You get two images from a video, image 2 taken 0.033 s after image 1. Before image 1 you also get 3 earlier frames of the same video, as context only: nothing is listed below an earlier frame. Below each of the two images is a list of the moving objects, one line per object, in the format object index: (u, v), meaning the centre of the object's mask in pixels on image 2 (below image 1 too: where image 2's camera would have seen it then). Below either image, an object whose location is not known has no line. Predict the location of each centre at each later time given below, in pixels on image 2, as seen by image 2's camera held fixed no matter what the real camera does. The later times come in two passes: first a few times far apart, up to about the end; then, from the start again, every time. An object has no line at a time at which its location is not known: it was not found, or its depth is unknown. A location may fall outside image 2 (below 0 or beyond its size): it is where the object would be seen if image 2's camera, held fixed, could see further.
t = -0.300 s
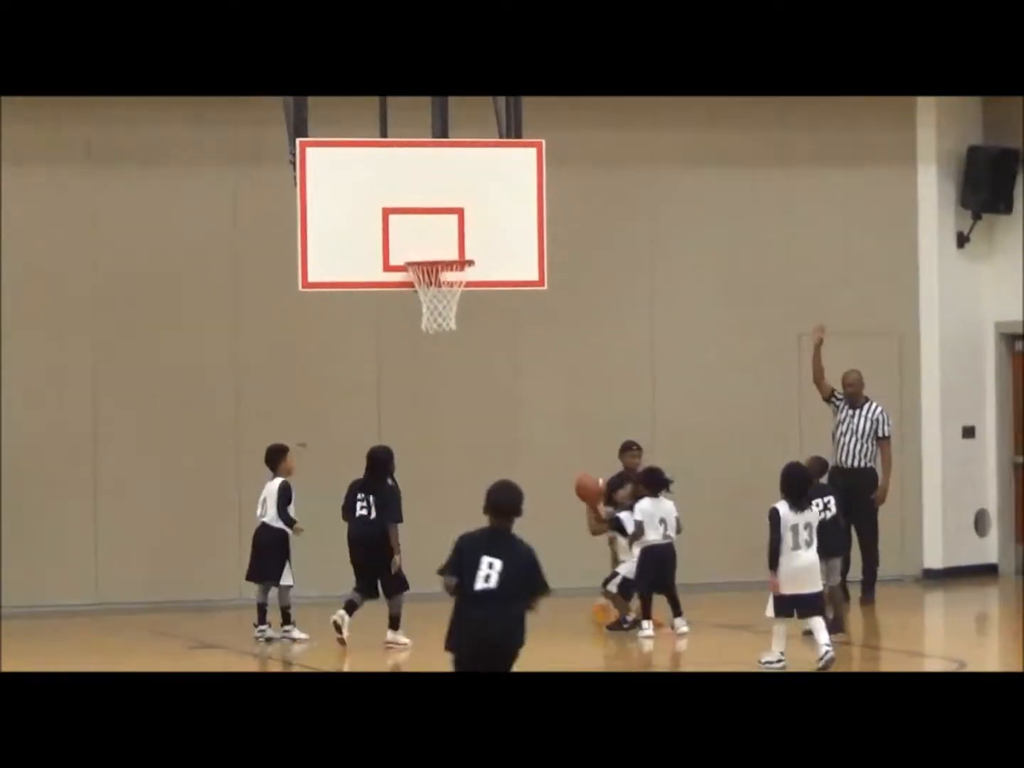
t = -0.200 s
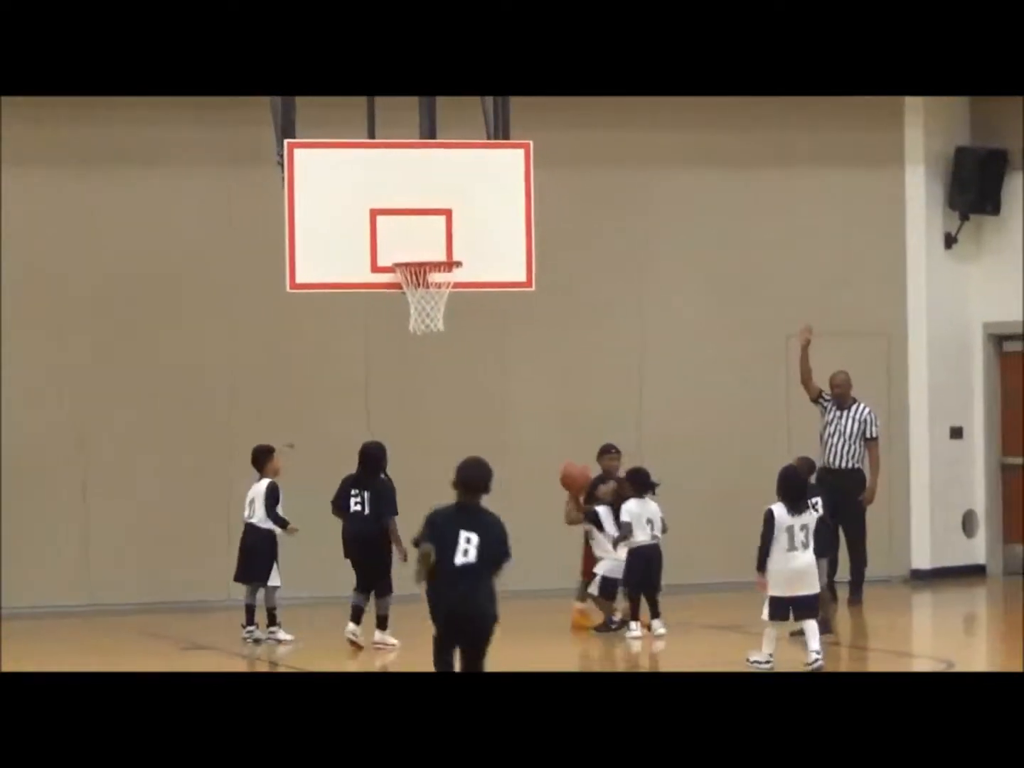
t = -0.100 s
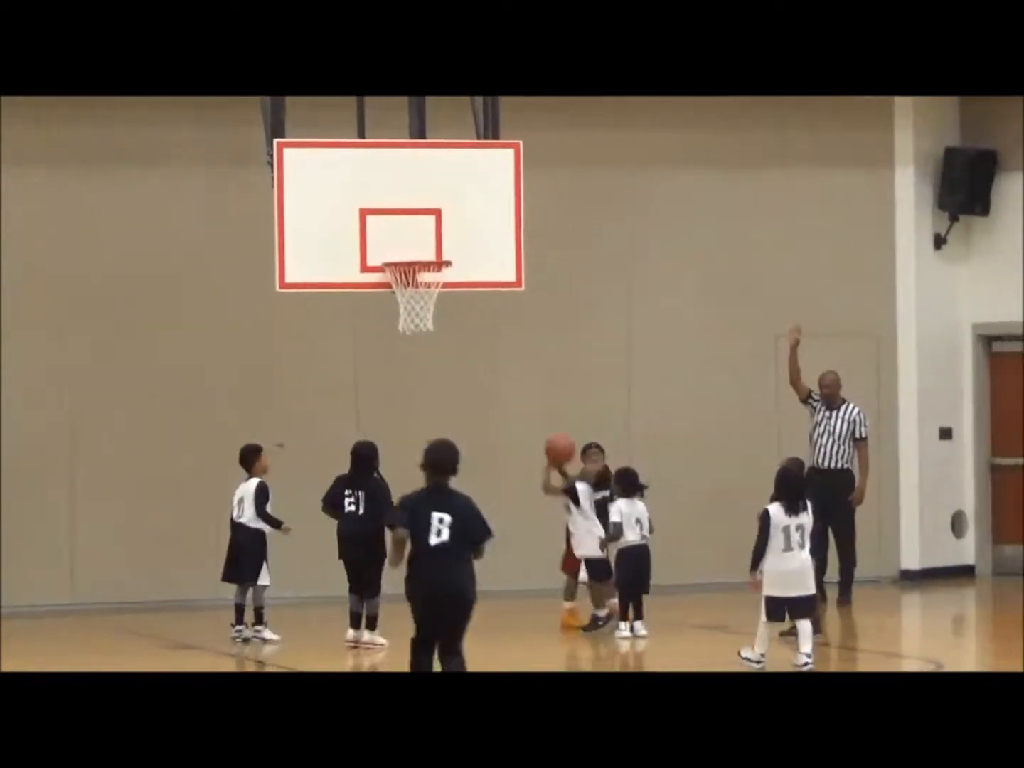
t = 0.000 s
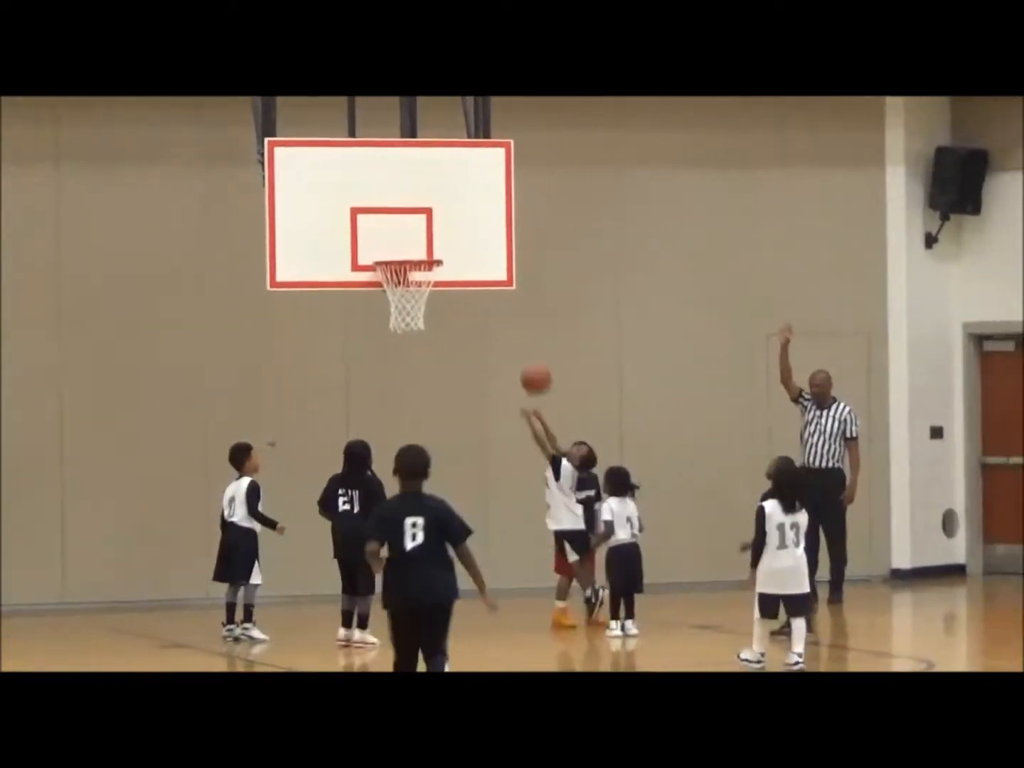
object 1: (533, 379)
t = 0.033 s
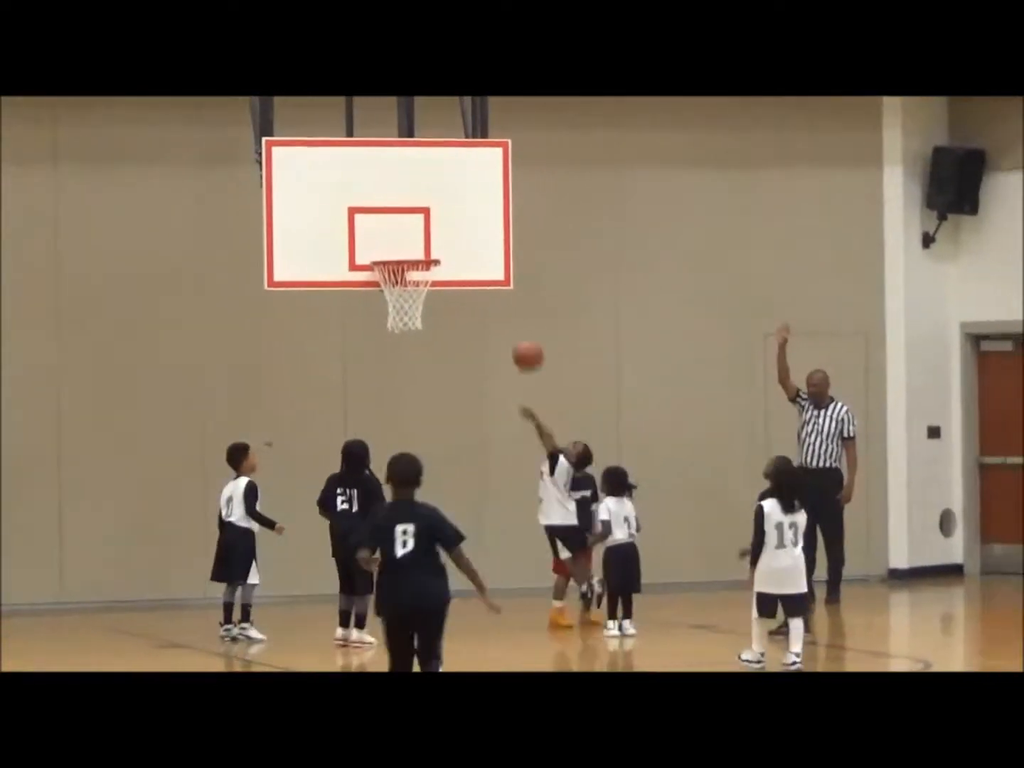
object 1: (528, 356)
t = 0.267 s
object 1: (488, 232)
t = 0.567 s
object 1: (442, 188)
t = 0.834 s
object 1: (404, 248)
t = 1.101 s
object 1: (385, 295)
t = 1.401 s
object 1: (411, 355)
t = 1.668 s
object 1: (428, 513)
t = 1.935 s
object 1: (443, 535)
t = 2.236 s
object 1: (456, 448)
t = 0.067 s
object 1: (522, 334)
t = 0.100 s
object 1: (516, 313)
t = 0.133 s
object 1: (511, 294)
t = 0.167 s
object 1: (505, 275)
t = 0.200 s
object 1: (500, 259)
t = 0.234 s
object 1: (493, 245)
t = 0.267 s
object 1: (488, 232)
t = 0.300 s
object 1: (483, 221)
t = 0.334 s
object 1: (478, 211)
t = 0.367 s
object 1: (473, 203)
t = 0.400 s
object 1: (468, 197)
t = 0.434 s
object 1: (462, 192)
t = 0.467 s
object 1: (457, 188)
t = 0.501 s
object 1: (452, 187)
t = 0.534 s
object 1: (447, 186)
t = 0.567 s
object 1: (442, 188)
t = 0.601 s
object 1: (437, 190)
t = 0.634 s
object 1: (432, 195)
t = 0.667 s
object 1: (427, 200)
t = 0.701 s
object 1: (422, 208)
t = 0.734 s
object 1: (418, 217)
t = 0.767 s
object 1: (413, 226)
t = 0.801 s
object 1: (408, 239)
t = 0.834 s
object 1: (404, 248)
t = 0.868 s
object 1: (402, 249)
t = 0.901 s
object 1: (400, 250)
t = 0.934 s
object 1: (398, 252)
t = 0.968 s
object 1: (397, 256)
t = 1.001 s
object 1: (396, 272)
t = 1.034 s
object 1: (398, 282)
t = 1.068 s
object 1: (400, 289)
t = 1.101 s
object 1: (385, 295)
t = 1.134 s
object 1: (397, 302)
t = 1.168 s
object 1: (399, 308)
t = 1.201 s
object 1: (400, 308)
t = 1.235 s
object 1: (401, 310)
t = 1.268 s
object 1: (402, 316)
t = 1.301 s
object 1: (404, 323)
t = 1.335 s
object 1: (406, 332)
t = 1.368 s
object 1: (408, 343)
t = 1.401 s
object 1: (411, 355)
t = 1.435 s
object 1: (413, 369)
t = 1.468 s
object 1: (415, 385)
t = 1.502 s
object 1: (417, 402)
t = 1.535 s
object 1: (419, 422)
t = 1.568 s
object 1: (422, 442)
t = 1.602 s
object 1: (424, 464)
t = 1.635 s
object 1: (426, 487)
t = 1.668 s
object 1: (428, 513)
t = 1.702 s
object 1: (431, 539)
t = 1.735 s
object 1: (432, 567)
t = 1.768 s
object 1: (435, 595)
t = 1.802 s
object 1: (437, 613)
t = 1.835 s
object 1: (438, 591)
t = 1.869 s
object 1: (440, 571)
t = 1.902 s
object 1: (441, 552)
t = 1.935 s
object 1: (443, 535)
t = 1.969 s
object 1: (444, 520)
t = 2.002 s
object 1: (446, 505)
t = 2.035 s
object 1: (447, 492)
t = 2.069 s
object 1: (449, 481)
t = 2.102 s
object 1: (450, 471)
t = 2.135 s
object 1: (452, 463)
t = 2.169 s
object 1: (453, 456)
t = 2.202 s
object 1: (455, 452)
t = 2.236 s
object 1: (456, 448)
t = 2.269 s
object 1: (458, 446)
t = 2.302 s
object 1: (460, 445)
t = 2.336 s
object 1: (462, 446)
